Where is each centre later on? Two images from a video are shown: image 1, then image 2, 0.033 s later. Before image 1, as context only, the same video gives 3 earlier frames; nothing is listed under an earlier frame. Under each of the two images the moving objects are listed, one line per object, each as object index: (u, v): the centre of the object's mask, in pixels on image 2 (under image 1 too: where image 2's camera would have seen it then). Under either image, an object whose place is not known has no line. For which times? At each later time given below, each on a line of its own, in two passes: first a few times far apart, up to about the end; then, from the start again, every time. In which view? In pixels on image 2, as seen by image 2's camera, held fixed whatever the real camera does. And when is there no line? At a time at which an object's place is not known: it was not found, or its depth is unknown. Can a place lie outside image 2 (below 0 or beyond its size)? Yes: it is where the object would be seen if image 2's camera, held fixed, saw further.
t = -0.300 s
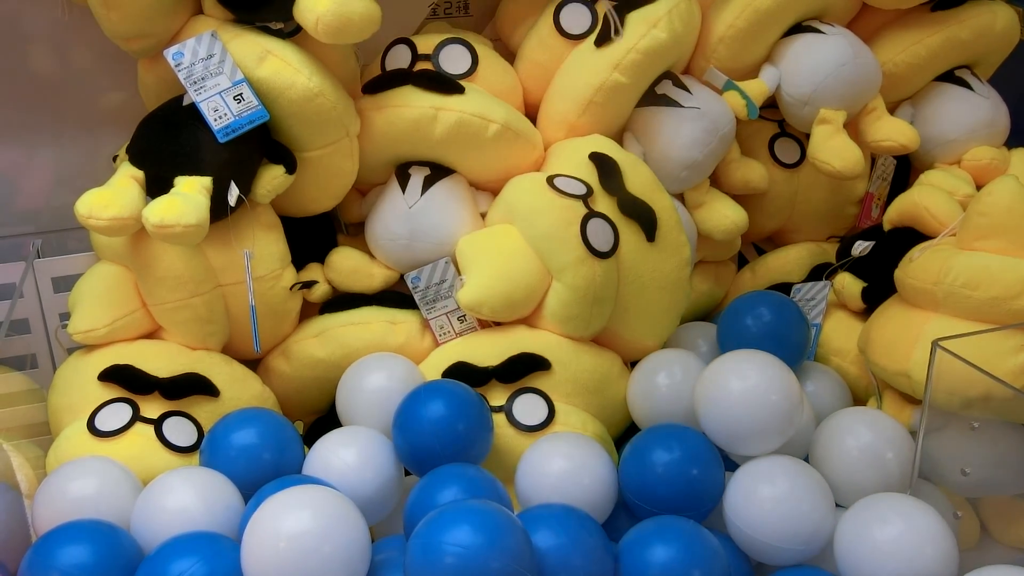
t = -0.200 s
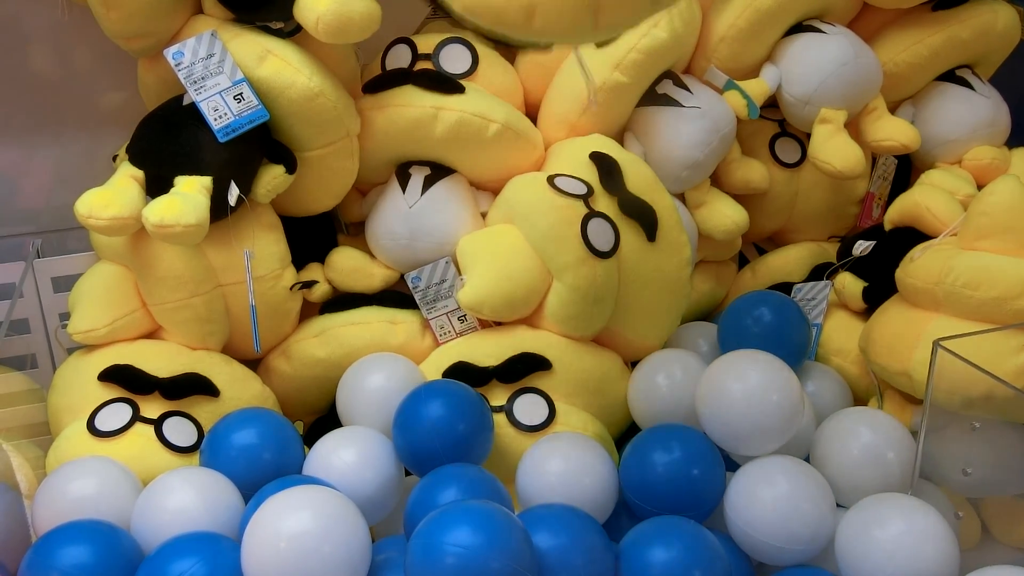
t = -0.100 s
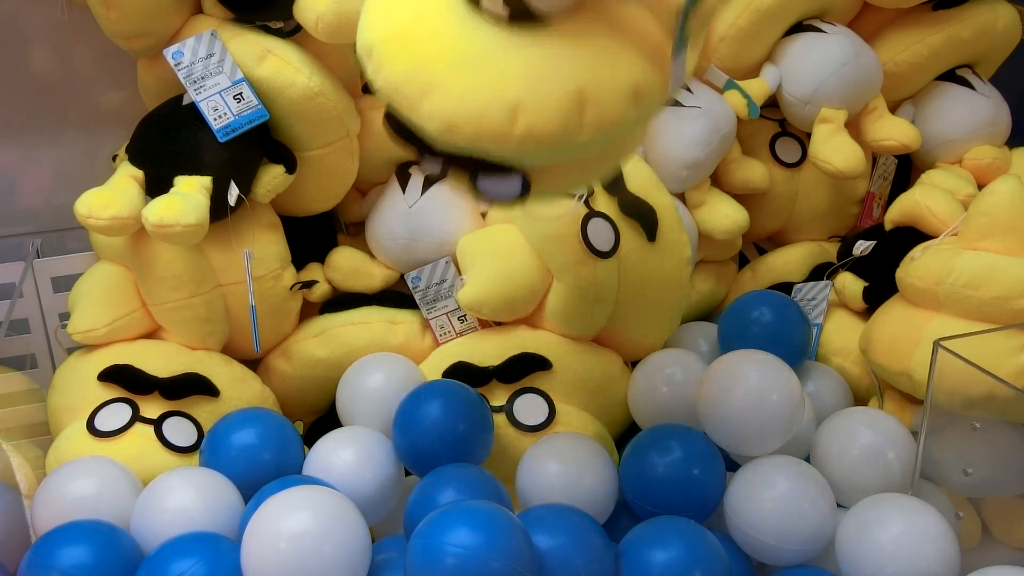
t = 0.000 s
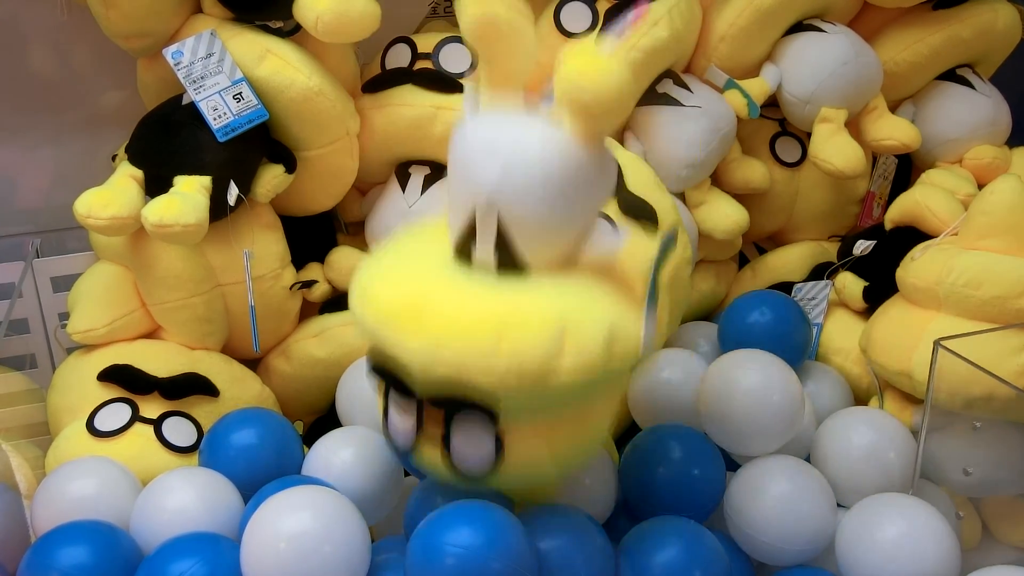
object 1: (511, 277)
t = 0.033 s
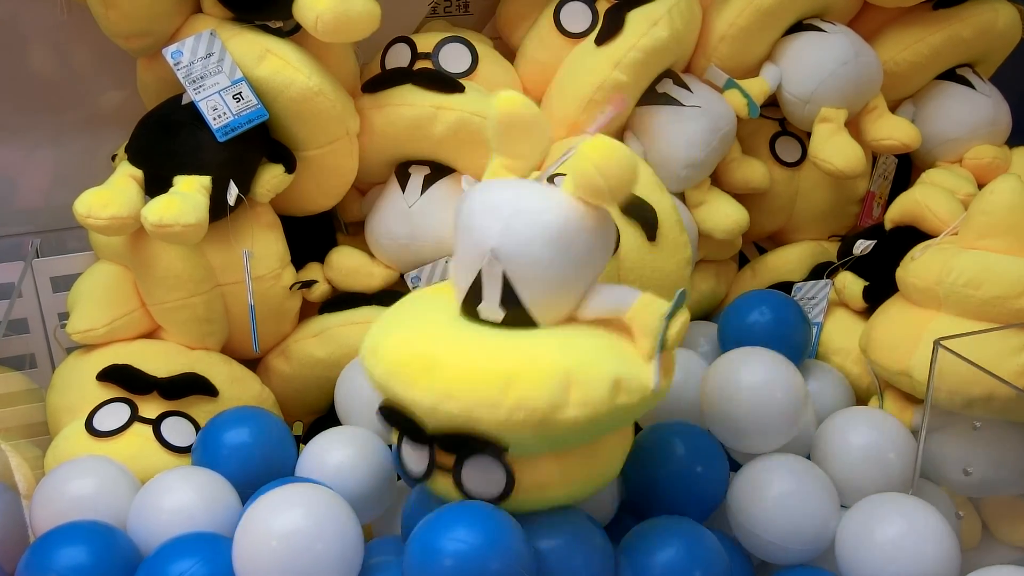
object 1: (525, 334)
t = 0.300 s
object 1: (665, 338)
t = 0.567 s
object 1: (748, 410)
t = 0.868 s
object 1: (807, 465)
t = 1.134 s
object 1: (773, 487)
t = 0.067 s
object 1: (545, 298)
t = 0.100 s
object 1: (568, 270)
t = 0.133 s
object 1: (591, 260)
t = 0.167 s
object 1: (615, 262)
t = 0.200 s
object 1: (638, 279)
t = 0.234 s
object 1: (651, 307)
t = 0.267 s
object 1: (656, 318)
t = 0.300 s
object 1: (665, 338)
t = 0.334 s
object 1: (682, 342)
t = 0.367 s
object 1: (702, 349)
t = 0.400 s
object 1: (714, 362)
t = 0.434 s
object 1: (724, 380)
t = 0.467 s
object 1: (729, 393)
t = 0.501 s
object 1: (735, 397)
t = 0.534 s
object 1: (741, 402)
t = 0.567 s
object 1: (748, 410)
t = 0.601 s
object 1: (756, 418)
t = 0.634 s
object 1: (766, 424)
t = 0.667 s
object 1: (772, 432)
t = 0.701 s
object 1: (779, 438)
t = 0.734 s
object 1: (786, 443)
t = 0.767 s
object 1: (797, 451)
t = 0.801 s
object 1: (802, 456)
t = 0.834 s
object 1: (806, 461)
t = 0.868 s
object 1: (807, 465)
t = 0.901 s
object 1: (805, 468)
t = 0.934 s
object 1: (800, 472)
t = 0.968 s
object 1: (794, 476)
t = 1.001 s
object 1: (787, 480)
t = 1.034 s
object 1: (782, 484)
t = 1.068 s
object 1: (774, 487)
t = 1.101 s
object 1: (772, 487)
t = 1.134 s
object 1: (773, 487)
